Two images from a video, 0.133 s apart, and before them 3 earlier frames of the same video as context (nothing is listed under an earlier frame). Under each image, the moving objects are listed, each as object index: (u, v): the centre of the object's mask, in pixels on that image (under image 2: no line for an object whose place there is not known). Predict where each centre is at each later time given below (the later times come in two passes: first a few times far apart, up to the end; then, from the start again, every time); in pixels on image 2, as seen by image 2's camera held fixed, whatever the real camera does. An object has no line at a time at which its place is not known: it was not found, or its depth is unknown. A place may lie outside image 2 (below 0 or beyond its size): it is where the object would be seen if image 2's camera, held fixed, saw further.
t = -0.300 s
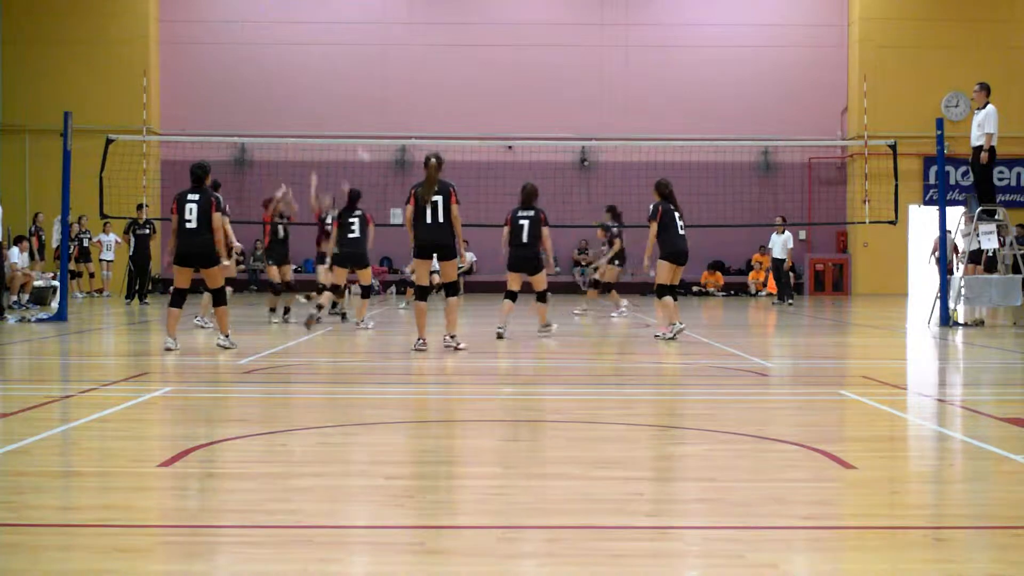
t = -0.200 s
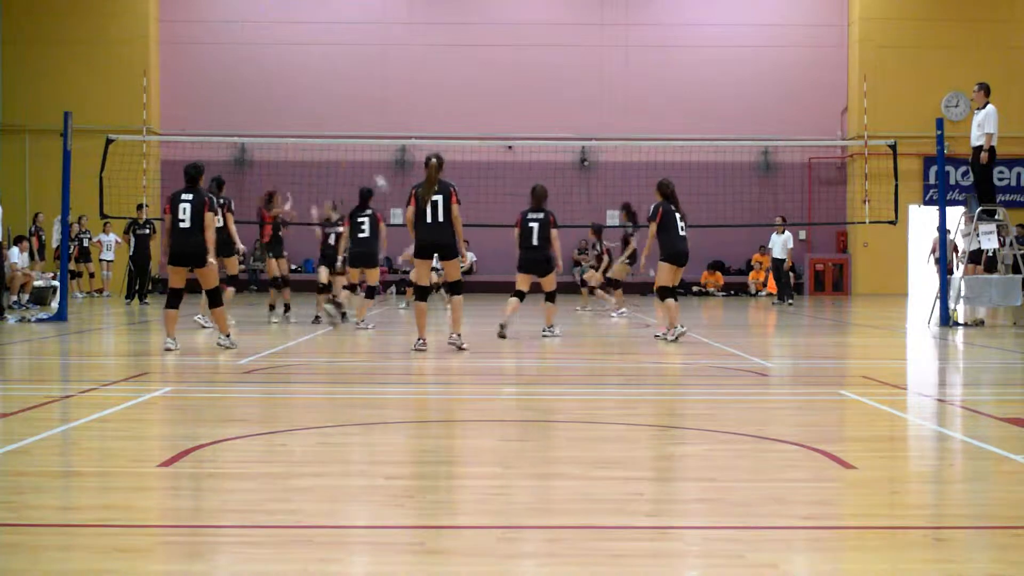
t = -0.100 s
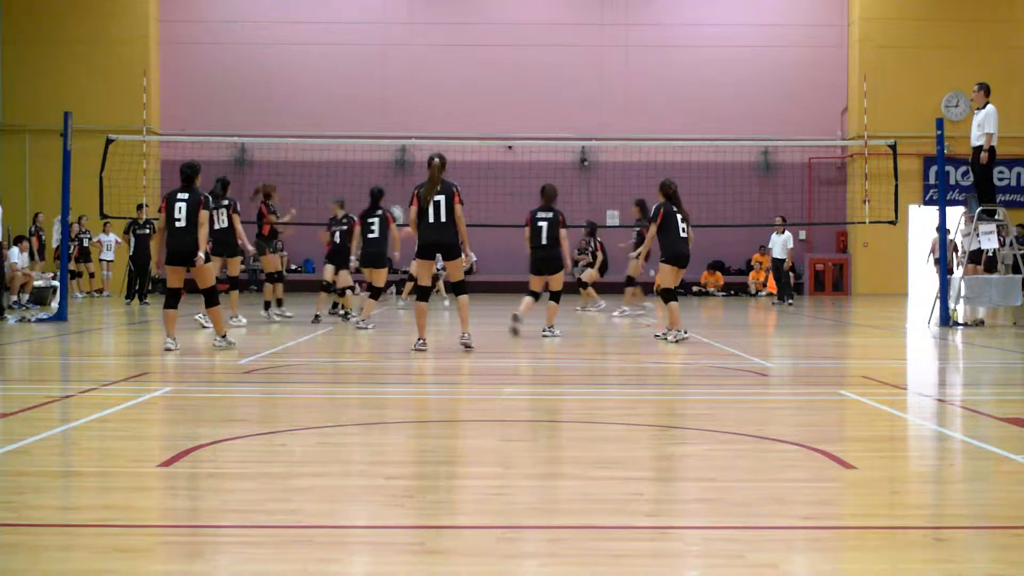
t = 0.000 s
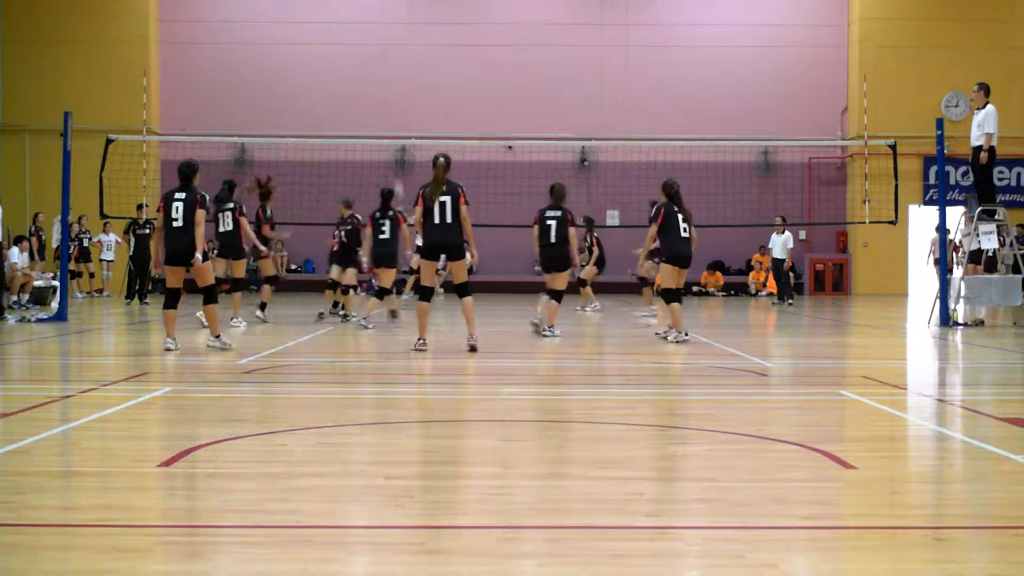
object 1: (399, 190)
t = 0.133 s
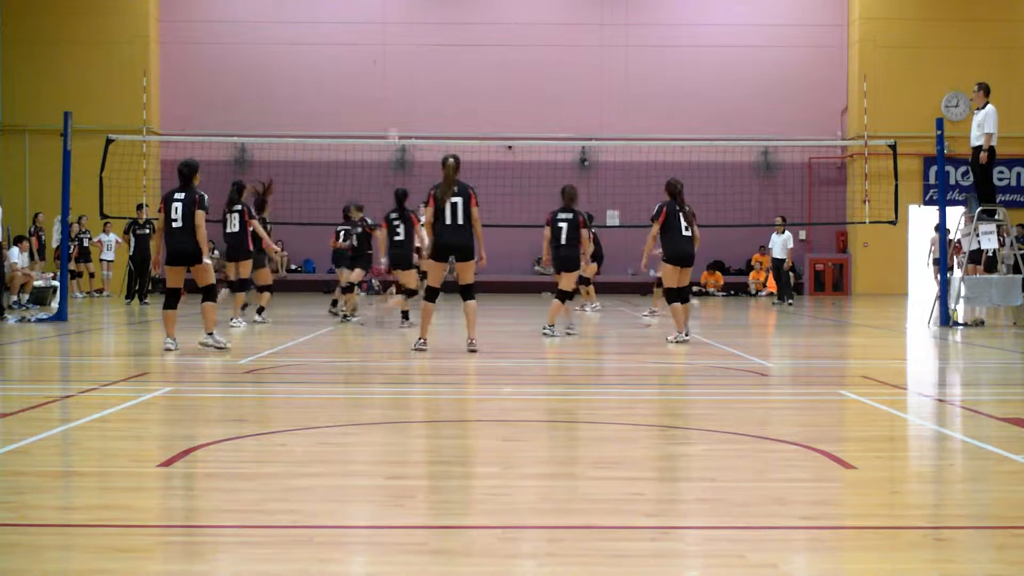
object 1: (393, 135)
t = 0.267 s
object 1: (387, 96)
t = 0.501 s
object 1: (377, 49)
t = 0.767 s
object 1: (367, 34)
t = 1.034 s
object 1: (354, 65)
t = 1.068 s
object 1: (353, 72)
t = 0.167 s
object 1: (389, 126)
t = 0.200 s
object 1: (388, 118)
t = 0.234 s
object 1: (389, 106)
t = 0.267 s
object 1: (387, 96)
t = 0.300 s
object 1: (387, 88)
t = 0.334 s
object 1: (383, 78)
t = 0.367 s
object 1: (382, 72)
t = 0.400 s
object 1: (381, 66)
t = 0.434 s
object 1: (380, 60)
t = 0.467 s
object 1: (380, 54)
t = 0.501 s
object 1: (377, 49)
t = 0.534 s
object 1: (375, 45)
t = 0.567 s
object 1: (374, 41)
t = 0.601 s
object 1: (373, 38)
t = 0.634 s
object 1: (372, 37)
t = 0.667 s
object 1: (370, 36)
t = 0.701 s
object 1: (369, 34)
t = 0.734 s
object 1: (368, 34)
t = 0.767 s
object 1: (367, 34)
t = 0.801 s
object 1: (364, 36)
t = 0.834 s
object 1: (363, 38)
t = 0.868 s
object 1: (361, 41)
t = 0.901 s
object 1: (360, 44)
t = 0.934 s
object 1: (359, 48)
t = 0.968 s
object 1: (358, 52)
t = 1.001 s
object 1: (356, 58)
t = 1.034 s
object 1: (354, 65)
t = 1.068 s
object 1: (353, 72)
